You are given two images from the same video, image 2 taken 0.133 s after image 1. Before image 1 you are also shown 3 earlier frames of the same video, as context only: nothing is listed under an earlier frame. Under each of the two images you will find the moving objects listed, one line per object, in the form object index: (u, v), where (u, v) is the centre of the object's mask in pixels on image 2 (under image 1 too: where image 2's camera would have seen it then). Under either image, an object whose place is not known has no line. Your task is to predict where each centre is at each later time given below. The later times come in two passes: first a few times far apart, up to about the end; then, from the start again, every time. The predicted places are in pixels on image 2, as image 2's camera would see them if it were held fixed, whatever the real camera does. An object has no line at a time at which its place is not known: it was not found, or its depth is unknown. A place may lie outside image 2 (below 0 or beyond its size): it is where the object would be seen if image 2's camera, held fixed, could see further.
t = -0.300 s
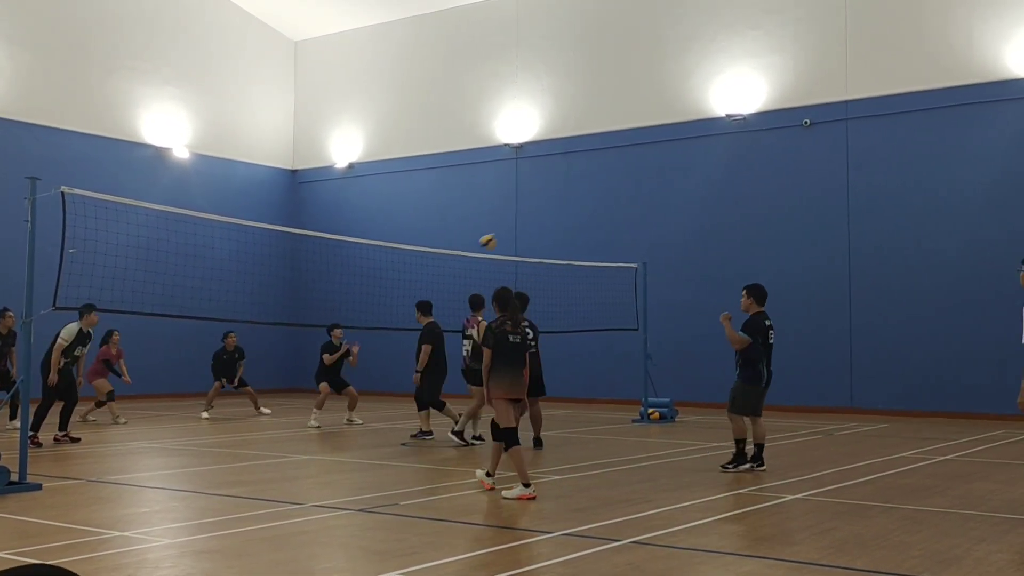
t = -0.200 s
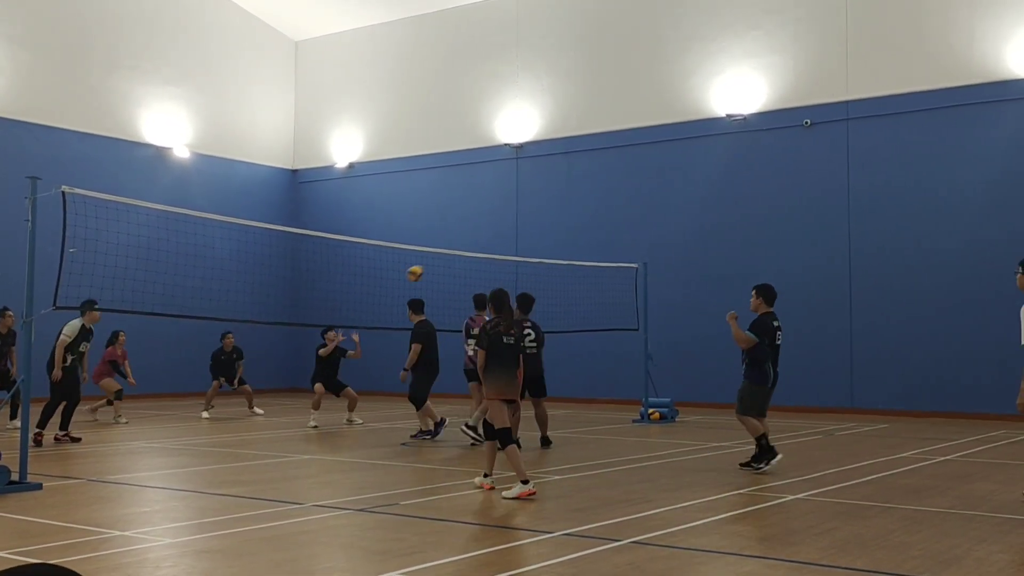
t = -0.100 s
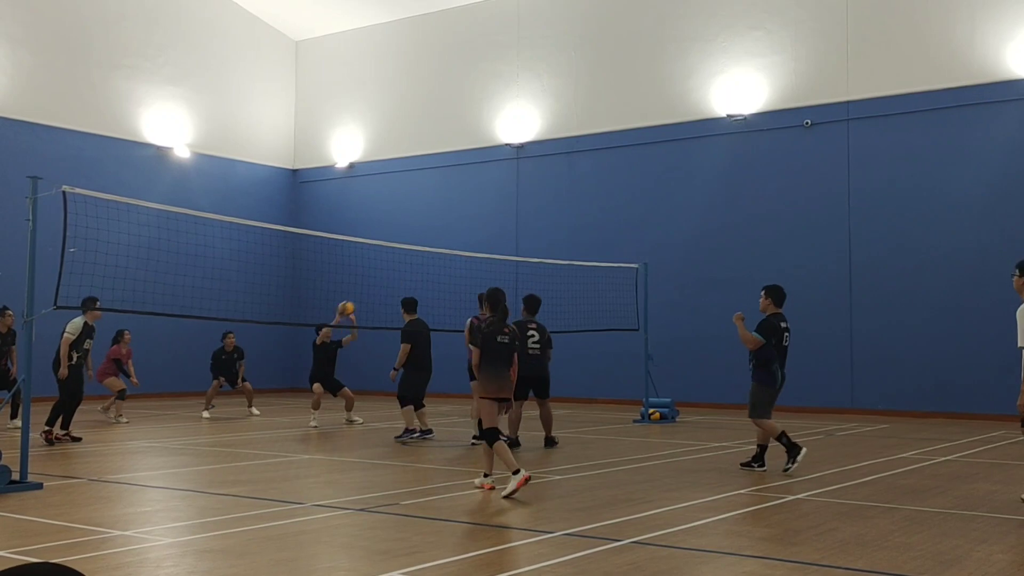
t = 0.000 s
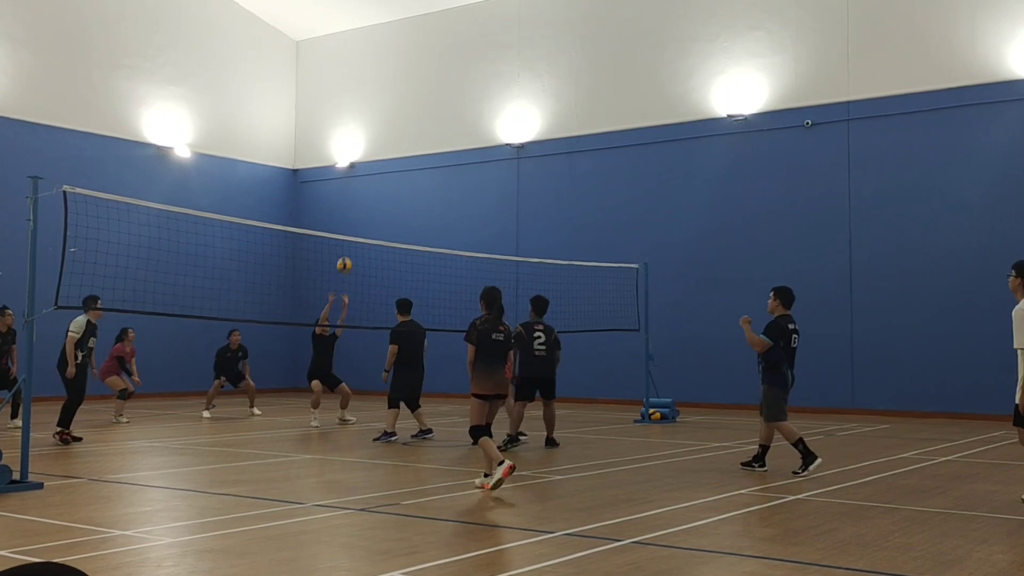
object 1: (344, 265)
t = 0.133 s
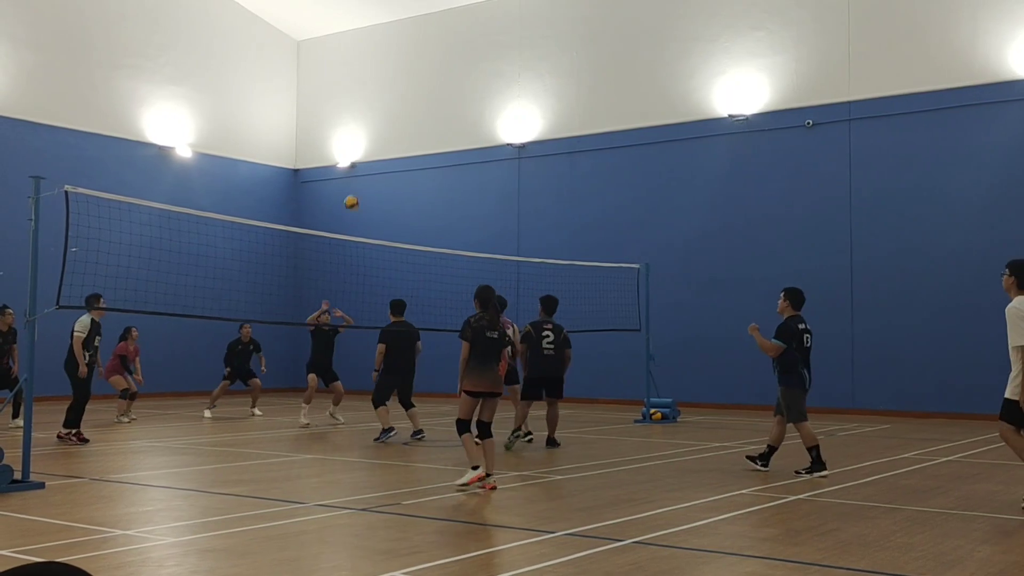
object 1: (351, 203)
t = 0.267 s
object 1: (360, 154)
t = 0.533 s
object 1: (372, 91)
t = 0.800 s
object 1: (382, 77)
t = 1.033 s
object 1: (391, 105)
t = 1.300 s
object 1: (400, 187)
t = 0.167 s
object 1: (354, 189)
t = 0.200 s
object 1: (356, 176)
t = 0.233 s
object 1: (358, 164)
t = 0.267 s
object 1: (360, 154)
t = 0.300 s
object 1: (362, 143)
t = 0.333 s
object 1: (363, 133)
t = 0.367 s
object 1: (365, 124)
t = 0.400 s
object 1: (366, 116)
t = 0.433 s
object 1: (367, 108)
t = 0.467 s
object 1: (369, 102)
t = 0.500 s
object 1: (371, 96)
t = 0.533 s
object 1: (372, 91)
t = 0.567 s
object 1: (373, 86)
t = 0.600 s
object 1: (374, 82)
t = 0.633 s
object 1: (376, 80)
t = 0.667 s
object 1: (377, 78)
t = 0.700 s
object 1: (378, 76)
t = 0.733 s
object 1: (379, 76)
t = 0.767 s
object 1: (381, 76)
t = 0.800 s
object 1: (382, 77)
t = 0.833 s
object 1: (383, 79)
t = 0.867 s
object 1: (384, 81)
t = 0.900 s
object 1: (386, 84)
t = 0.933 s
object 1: (387, 89)
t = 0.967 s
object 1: (388, 93)
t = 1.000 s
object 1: (389, 99)
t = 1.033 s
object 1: (391, 105)
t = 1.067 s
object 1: (392, 113)
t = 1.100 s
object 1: (393, 120)
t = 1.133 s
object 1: (394, 130)
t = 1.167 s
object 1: (396, 140)
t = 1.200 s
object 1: (397, 150)
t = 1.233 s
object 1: (398, 162)
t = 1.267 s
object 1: (399, 173)
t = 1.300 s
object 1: (400, 187)
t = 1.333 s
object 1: (402, 201)
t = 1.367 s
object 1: (403, 214)
